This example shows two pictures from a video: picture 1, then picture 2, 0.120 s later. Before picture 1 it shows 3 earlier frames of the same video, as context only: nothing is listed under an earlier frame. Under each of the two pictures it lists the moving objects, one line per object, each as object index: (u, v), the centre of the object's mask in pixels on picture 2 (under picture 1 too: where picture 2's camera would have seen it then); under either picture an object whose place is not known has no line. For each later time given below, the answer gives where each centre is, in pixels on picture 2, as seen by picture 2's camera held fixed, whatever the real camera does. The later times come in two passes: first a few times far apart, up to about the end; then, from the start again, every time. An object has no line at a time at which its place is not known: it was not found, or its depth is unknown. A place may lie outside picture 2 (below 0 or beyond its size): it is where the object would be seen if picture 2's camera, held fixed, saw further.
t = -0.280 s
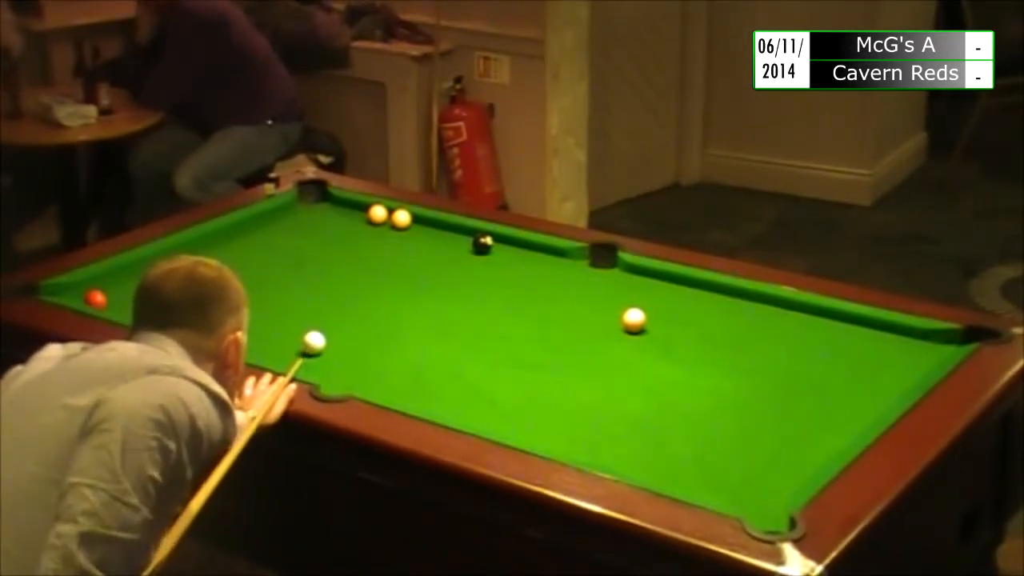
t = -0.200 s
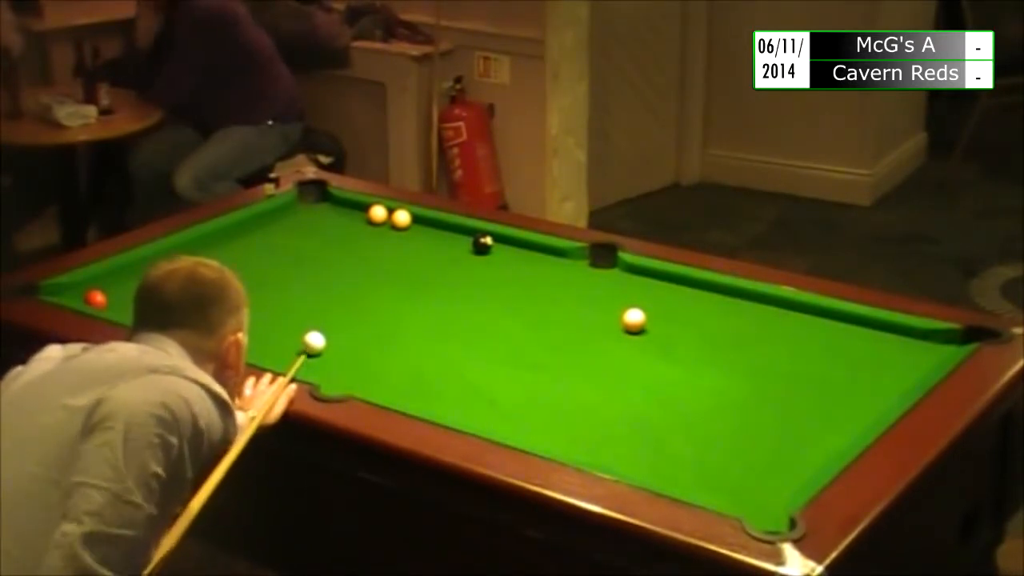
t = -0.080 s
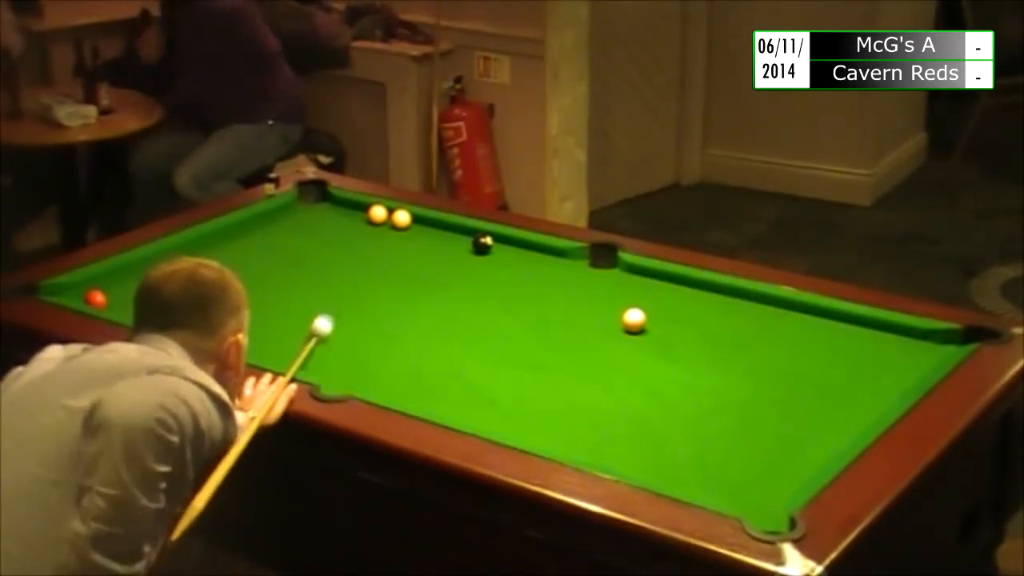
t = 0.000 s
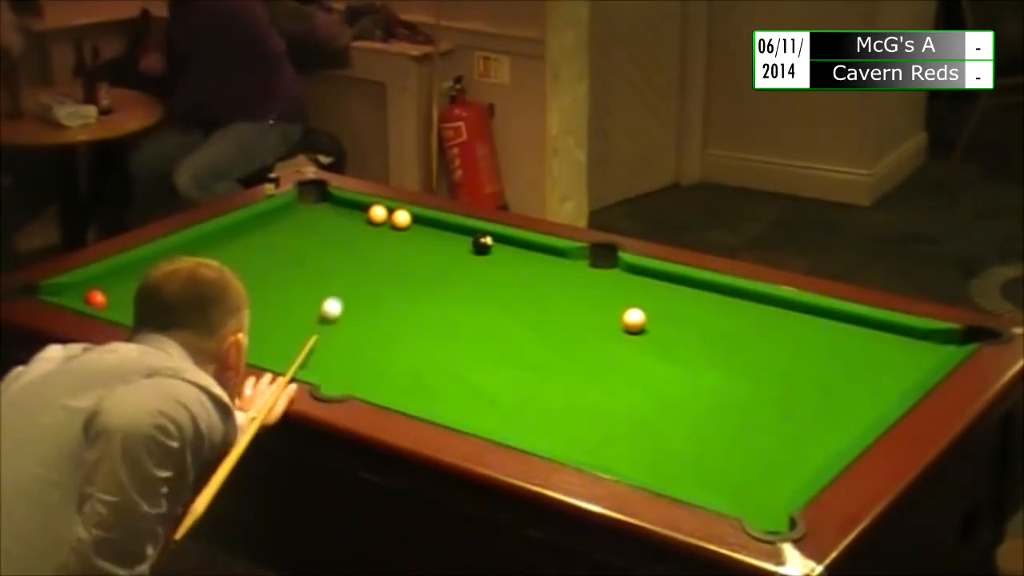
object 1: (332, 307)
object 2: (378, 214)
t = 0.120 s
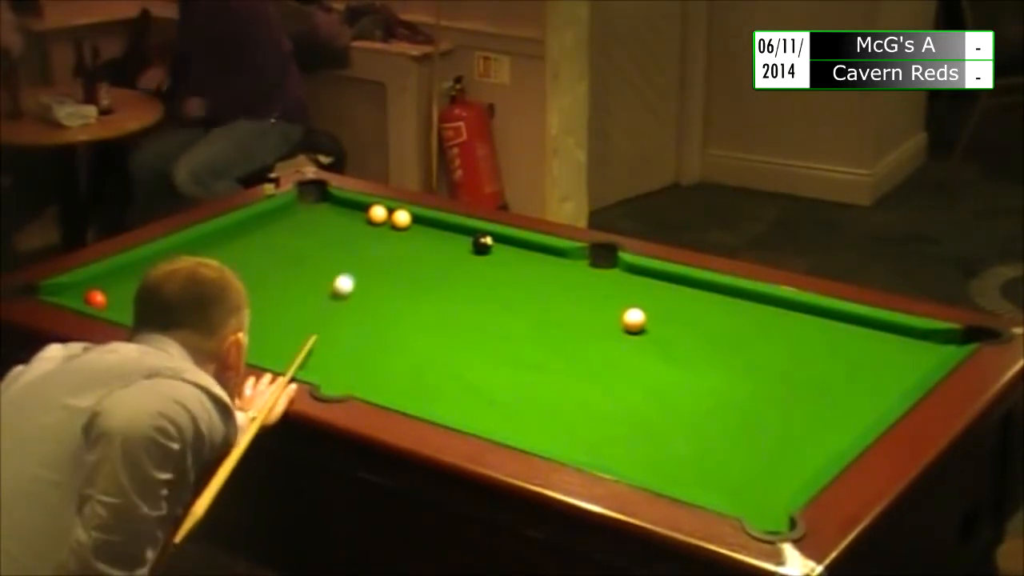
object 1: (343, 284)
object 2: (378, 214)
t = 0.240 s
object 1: (355, 262)
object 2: (378, 214)
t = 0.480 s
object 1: (374, 225)
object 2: (378, 211)
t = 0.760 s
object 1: (384, 216)
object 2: (339, 217)
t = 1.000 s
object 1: (385, 214)
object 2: (296, 225)
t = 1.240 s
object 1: (380, 216)
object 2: (256, 232)
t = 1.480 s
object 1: (376, 217)
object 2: (219, 238)
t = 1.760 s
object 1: (373, 217)
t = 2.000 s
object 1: (374, 217)
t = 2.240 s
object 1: (374, 217)
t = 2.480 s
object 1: (374, 217)
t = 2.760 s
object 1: (374, 217)
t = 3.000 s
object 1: (374, 217)
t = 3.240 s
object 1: (373, 217)
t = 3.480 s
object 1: (373, 217)
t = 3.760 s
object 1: (373, 217)
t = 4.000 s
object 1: (373, 217)
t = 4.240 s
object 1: (374, 217)
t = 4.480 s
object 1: (374, 217)
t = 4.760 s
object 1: (374, 217)
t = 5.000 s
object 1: (374, 217)
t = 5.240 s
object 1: (374, 217)
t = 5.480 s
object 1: (373, 217)
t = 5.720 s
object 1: (374, 217)
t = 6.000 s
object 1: (374, 217)
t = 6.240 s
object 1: (374, 217)
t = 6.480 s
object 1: (374, 217)
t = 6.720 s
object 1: (374, 217)
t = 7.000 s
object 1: (374, 217)
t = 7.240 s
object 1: (374, 217)
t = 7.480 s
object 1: (374, 217)
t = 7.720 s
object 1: (374, 217)
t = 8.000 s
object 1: (374, 217)
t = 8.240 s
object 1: (374, 217)
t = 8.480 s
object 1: (374, 217)
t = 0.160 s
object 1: (348, 276)
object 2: (378, 214)
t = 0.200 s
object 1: (351, 269)
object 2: (378, 214)
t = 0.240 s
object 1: (355, 262)
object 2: (378, 214)
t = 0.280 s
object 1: (358, 255)
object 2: (378, 214)
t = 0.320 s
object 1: (362, 249)
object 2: (378, 214)
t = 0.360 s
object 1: (365, 243)
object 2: (378, 214)
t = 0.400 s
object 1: (368, 236)
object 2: (378, 214)
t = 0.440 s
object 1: (371, 230)
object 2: (378, 213)
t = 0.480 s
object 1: (374, 225)
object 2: (378, 211)
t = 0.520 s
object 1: (377, 220)
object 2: (378, 209)
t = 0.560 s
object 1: (378, 220)
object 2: (374, 208)
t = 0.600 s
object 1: (380, 220)
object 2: (366, 211)
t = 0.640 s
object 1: (381, 219)
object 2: (360, 213)
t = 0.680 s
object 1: (382, 218)
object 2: (353, 215)
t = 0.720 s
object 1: (383, 217)
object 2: (345, 216)
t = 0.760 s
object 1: (384, 216)
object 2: (339, 217)
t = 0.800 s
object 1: (385, 215)
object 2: (331, 218)
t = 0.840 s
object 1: (386, 214)
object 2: (324, 220)
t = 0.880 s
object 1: (387, 213)
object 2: (318, 221)
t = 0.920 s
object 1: (387, 213)
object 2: (310, 223)
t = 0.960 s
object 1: (387, 213)
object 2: (303, 223)
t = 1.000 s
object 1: (385, 214)
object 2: (296, 225)
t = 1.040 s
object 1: (385, 214)
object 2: (289, 226)
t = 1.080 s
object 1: (384, 215)
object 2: (283, 227)
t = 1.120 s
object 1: (383, 215)
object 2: (276, 228)
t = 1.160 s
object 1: (382, 215)
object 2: (270, 229)
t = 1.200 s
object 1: (381, 216)
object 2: (263, 231)
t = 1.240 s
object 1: (380, 216)
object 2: (256, 232)
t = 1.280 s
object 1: (379, 216)
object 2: (250, 233)
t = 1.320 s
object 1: (378, 216)
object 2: (244, 234)
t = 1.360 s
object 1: (378, 217)
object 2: (237, 235)
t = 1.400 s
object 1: (377, 217)
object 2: (231, 236)
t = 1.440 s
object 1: (376, 217)
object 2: (225, 237)
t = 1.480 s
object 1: (376, 217)
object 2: (219, 238)
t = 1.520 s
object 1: (375, 217)
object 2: (212, 239)
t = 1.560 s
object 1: (375, 217)
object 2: (206, 240)
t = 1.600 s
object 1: (374, 217)
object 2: (200, 240)
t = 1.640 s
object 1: (374, 217)
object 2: (194, 241)
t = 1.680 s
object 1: (374, 217)
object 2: (191, 242)
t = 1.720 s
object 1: (373, 217)
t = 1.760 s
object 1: (373, 217)
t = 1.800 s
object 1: (373, 217)
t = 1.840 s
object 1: (374, 217)
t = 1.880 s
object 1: (374, 217)
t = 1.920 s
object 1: (374, 217)
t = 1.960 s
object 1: (374, 217)
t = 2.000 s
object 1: (374, 217)
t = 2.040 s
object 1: (374, 217)
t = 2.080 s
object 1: (374, 217)
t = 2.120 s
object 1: (374, 217)
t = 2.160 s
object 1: (374, 217)
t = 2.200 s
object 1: (374, 217)
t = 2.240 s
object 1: (374, 217)
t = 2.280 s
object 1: (374, 217)
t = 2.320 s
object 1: (374, 217)
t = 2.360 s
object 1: (374, 217)
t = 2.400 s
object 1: (374, 217)
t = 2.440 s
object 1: (374, 217)
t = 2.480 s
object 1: (374, 217)
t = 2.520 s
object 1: (374, 217)
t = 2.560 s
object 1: (374, 217)
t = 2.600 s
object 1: (374, 217)
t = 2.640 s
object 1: (374, 217)
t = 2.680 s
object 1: (374, 217)
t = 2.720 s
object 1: (373, 217)
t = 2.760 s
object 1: (374, 217)
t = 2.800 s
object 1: (374, 217)
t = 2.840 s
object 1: (373, 217)
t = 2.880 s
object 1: (374, 217)
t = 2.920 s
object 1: (373, 217)
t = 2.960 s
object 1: (373, 217)
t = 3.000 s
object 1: (374, 217)
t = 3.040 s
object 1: (373, 217)
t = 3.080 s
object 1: (374, 217)
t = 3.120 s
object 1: (373, 217)
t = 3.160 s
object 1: (374, 217)
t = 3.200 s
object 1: (374, 217)
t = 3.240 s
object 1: (373, 217)
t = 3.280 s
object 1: (373, 217)
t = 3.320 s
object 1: (373, 217)
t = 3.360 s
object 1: (373, 217)
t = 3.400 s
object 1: (373, 217)
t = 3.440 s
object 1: (373, 217)
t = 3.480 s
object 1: (373, 217)
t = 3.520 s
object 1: (374, 217)
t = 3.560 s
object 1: (374, 217)
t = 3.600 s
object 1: (374, 217)
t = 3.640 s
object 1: (374, 217)
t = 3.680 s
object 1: (374, 217)
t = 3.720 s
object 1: (373, 217)
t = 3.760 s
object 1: (373, 217)
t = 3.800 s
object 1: (374, 217)
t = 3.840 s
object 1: (373, 217)
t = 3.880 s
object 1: (374, 217)
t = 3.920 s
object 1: (373, 217)
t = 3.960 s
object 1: (374, 217)
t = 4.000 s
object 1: (373, 217)
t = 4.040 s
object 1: (374, 217)
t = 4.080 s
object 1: (373, 217)
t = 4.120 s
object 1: (374, 217)
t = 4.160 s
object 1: (373, 217)
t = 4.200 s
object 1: (374, 217)
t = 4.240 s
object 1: (374, 217)
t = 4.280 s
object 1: (374, 217)
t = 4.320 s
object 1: (373, 217)
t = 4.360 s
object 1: (374, 217)
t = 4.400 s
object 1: (374, 217)
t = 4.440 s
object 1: (374, 217)
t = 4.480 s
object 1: (374, 217)
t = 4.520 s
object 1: (374, 217)
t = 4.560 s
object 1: (374, 217)
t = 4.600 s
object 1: (374, 217)
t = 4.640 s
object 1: (374, 217)
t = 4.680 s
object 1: (373, 217)
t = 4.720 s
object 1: (374, 217)
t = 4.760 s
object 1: (374, 217)
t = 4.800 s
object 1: (374, 217)
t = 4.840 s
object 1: (374, 217)
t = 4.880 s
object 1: (374, 217)
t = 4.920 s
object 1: (374, 217)
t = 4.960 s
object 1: (374, 217)
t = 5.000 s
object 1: (374, 217)
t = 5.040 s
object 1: (374, 217)
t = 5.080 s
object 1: (374, 217)
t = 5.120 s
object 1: (374, 217)
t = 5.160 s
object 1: (374, 217)
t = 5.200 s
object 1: (374, 217)
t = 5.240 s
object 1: (374, 217)
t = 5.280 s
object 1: (374, 217)
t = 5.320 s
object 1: (374, 217)
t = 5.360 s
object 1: (374, 217)
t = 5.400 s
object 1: (374, 217)
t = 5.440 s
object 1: (374, 217)
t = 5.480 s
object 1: (373, 217)
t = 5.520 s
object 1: (374, 217)
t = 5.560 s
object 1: (374, 217)
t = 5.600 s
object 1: (374, 217)
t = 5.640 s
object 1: (374, 217)
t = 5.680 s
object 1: (374, 217)
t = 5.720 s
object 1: (374, 217)
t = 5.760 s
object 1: (374, 217)
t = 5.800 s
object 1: (374, 217)
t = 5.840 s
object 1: (374, 217)
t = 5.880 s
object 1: (374, 217)
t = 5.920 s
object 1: (374, 217)
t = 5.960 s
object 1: (374, 217)
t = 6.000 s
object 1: (374, 217)
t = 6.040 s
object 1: (374, 217)
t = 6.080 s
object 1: (374, 217)
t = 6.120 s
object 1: (374, 217)
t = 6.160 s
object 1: (374, 217)
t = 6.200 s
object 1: (374, 217)
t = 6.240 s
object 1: (374, 217)
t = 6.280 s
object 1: (374, 217)
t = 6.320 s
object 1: (374, 217)
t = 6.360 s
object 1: (374, 217)
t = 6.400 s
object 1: (374, 217)
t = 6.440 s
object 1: (374, 217)
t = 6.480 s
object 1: (374, 217)
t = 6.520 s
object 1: (374, 217)
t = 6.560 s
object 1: (374, 217)
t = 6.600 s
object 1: (374, 217)
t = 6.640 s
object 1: (374, 217)
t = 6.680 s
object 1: (374, 217)
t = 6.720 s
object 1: (374, 217)
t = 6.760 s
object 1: (374, 217)
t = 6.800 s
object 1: (374, 217)
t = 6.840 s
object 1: (374, 217)
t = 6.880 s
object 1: (374, 217)
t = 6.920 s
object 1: (374, 217)
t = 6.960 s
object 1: (374, 217)
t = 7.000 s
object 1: (374, 217)
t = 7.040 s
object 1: (374, 217)
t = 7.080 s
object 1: (374, 217)
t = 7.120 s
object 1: (374, 217)
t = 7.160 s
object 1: (374, 217)
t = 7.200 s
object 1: (374, 217)
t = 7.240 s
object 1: (374, 217)
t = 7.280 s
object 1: (374, 217)
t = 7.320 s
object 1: (374, 217)
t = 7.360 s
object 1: (374, 217)
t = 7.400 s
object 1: (374, 217)
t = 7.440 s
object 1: (374, 217)
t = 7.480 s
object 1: (374, 217)
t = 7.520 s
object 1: (374, 217)
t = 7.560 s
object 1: (374, 217)
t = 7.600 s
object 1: (374, 217)
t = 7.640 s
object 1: (374, 217)
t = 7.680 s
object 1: (374, 217)
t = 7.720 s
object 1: (374, 217)
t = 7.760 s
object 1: (374, 217)
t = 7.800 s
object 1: (374, 217)
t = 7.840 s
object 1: (374, 217)
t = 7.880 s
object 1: (374, 217)
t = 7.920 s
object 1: (374, 217)
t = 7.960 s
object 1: (374, 217)
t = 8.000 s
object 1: (374, 217)
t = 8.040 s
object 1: (374, 217)
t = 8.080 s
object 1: (374, 217)
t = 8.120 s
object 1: (374, 217)
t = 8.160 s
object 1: (374, 217)
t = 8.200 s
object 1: (374, 217)
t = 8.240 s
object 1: (374, 217)
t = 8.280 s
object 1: (374, 217)
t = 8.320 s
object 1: (374, 217)
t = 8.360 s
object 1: (374, 217)
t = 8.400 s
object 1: (374, 217)
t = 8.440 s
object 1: (374, 217)
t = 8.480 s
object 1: (374, 217)
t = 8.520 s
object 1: (374, 217)
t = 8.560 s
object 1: (374, 217)
